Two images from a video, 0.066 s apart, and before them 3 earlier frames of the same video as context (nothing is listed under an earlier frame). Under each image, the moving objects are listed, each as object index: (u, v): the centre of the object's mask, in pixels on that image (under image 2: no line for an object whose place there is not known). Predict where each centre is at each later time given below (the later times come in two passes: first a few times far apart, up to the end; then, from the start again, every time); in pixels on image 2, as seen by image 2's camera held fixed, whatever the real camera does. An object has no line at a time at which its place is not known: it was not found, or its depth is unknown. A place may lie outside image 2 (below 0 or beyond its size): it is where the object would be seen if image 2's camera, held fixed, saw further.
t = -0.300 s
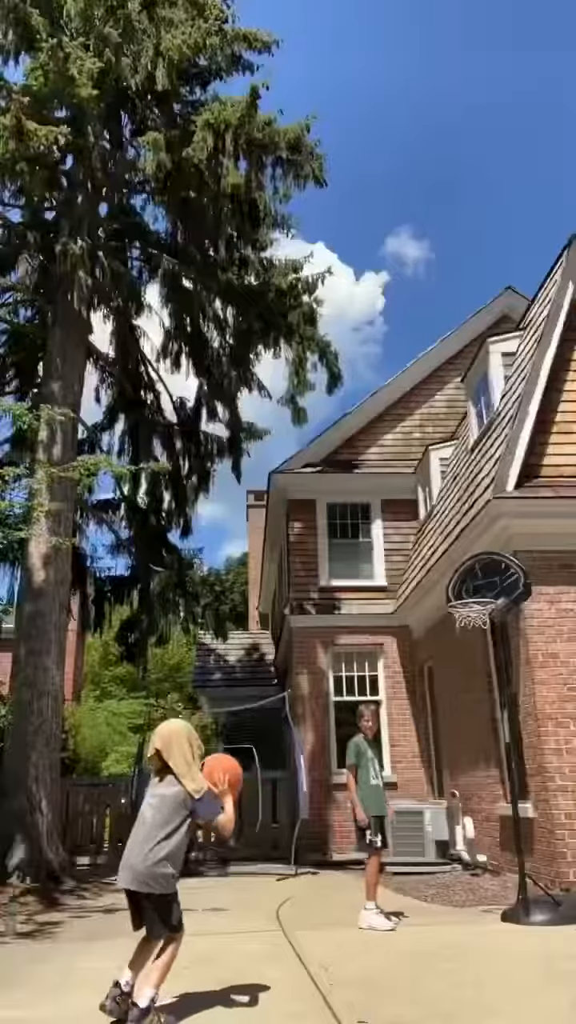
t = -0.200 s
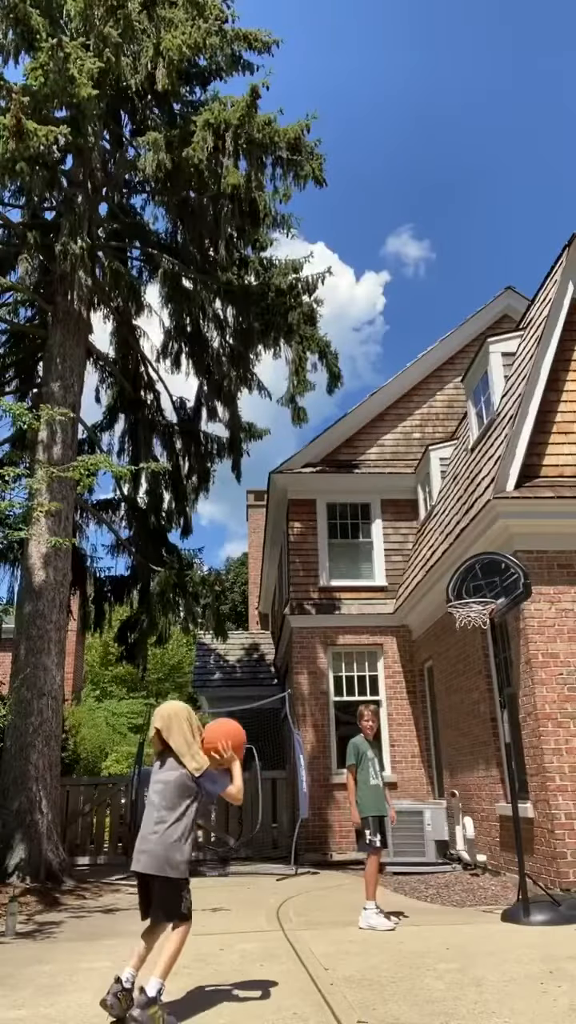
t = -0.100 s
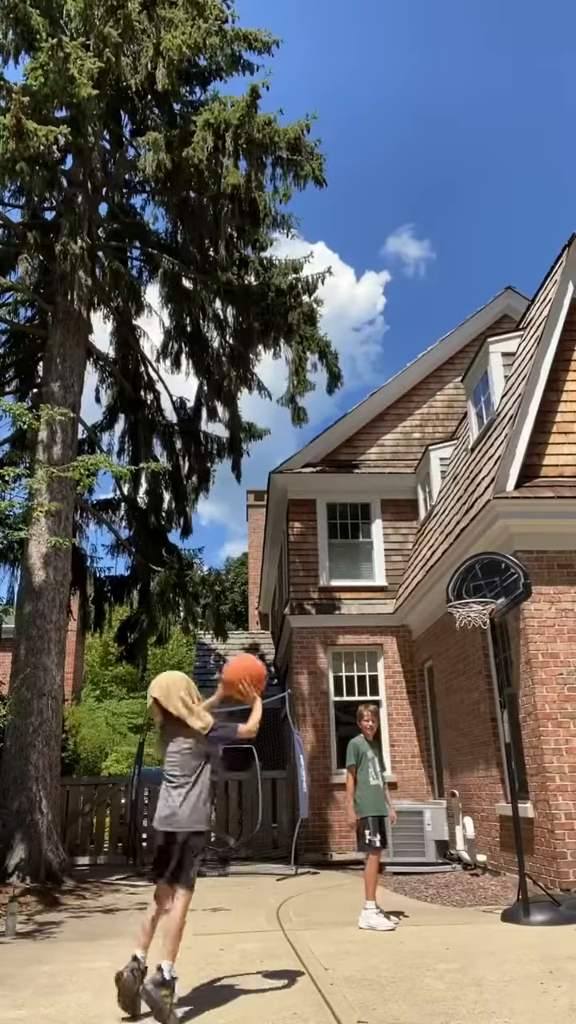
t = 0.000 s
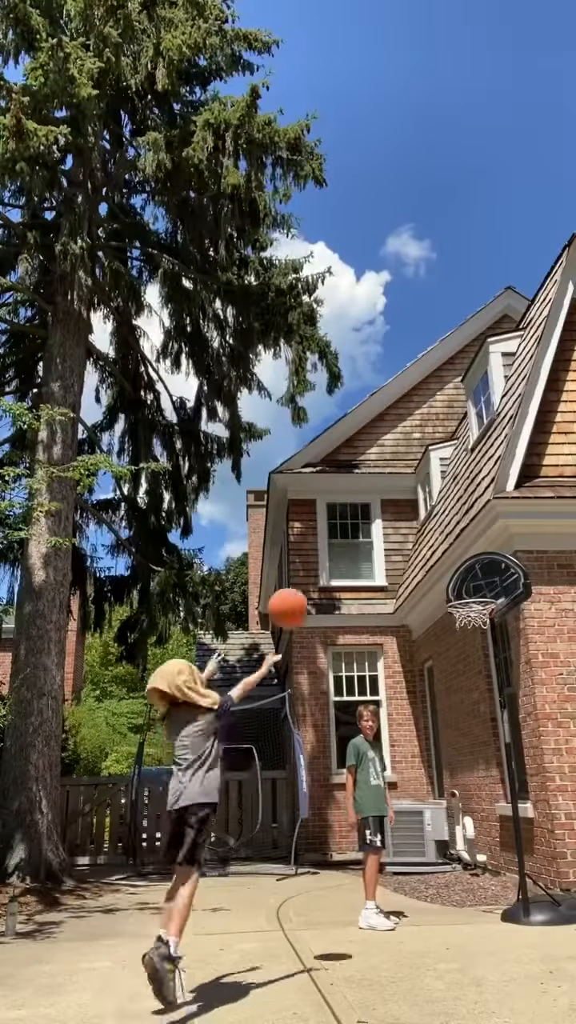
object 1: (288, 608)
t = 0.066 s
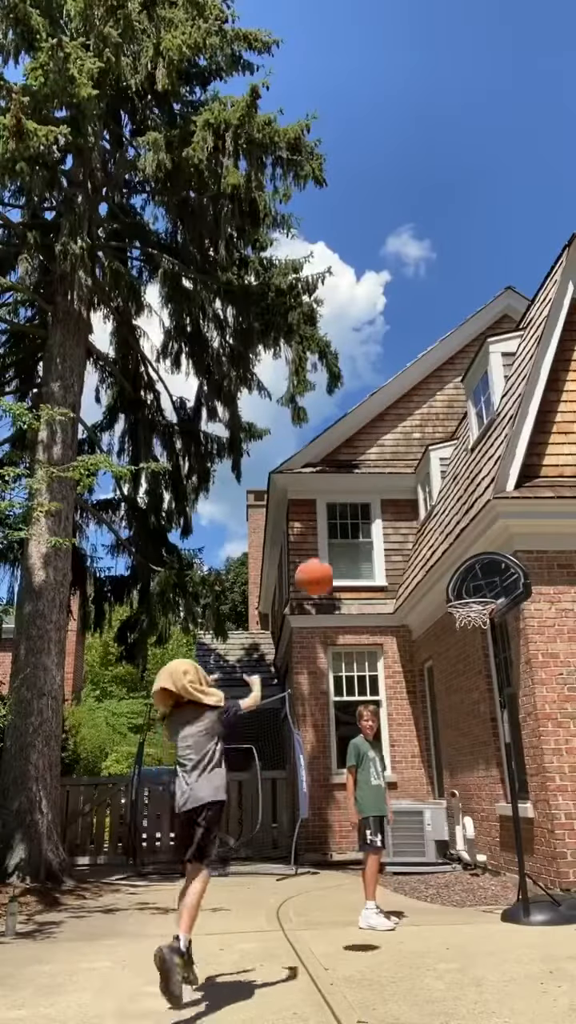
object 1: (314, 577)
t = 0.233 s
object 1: (369, 540)
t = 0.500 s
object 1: (440, 560)
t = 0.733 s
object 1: (471, 612)
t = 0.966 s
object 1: (489, 650)
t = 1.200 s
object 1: (489, 738)
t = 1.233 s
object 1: (490, 757)
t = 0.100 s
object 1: (326, 566)
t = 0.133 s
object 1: (338, 557)
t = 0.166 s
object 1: (349, 548)
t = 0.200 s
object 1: (359, 543)
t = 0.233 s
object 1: (369, 540)
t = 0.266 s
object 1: (379, 537)
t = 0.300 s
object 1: (388, 537)
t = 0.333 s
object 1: (397, 537)
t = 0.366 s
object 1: (407, 540)
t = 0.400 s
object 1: (415, 543)
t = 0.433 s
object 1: (424, 548)
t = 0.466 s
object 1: (432, 553)
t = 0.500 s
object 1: (440, 560)
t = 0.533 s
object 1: (448, 569)
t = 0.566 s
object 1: (457, 577)
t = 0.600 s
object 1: (465, 587)
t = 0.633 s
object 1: (474, 599)
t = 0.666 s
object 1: (473, 604)
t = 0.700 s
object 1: (468, 609)
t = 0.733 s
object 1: (471, 612)
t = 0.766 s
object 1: (476, 614)
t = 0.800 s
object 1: (481, 618)
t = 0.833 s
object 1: (484, 623)
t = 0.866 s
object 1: (485, 628)
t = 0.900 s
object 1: (487, 635)
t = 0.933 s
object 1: (489, 644)
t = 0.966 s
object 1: (489, 650)
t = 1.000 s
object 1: (489, 657)
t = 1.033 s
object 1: (488, 668)
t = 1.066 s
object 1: (489, 678)
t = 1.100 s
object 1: (488, 690)
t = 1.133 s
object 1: (489, 705)
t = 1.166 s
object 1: (489, 720)
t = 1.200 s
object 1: (489, 738)
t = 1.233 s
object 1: (490, 757)
